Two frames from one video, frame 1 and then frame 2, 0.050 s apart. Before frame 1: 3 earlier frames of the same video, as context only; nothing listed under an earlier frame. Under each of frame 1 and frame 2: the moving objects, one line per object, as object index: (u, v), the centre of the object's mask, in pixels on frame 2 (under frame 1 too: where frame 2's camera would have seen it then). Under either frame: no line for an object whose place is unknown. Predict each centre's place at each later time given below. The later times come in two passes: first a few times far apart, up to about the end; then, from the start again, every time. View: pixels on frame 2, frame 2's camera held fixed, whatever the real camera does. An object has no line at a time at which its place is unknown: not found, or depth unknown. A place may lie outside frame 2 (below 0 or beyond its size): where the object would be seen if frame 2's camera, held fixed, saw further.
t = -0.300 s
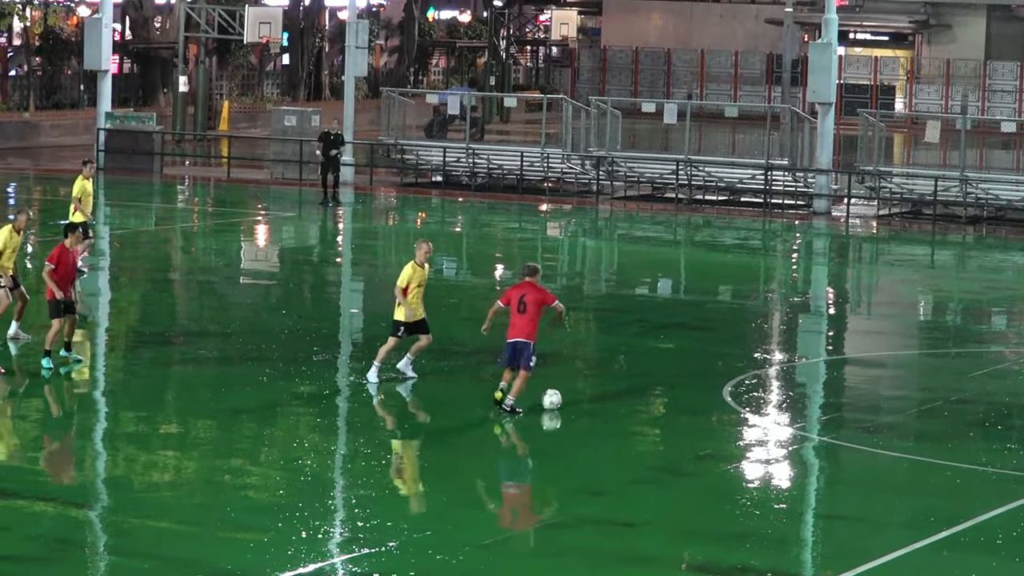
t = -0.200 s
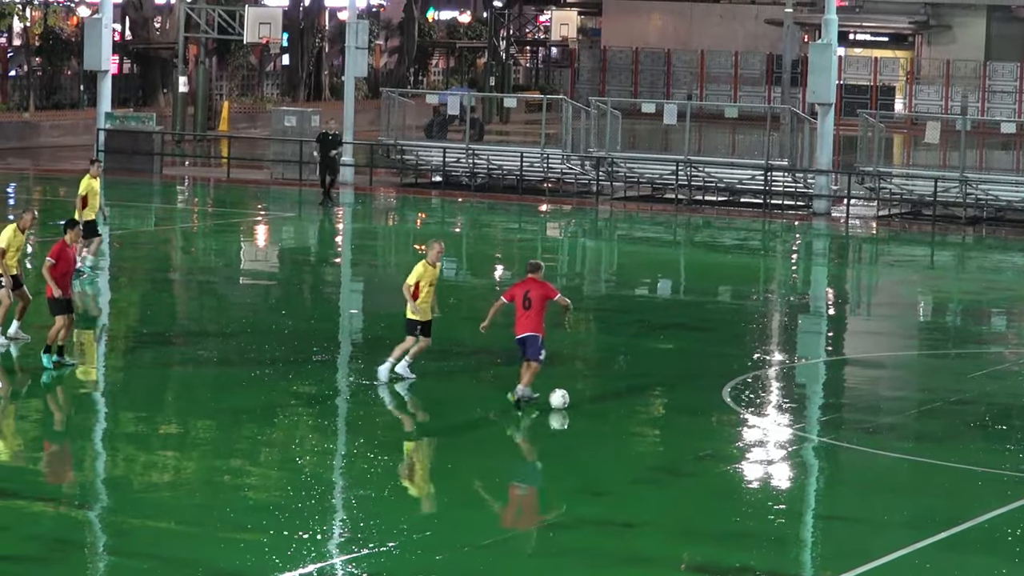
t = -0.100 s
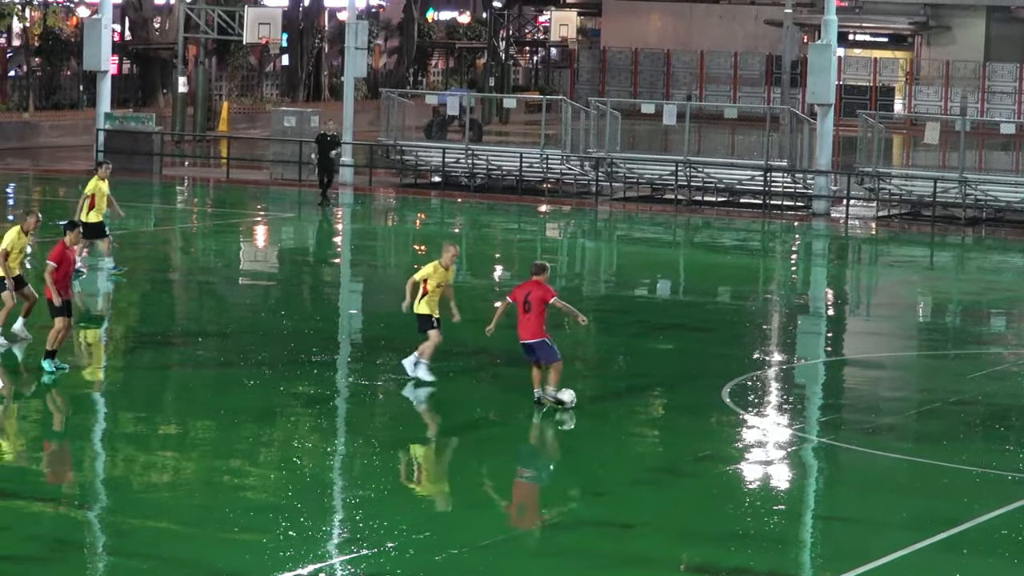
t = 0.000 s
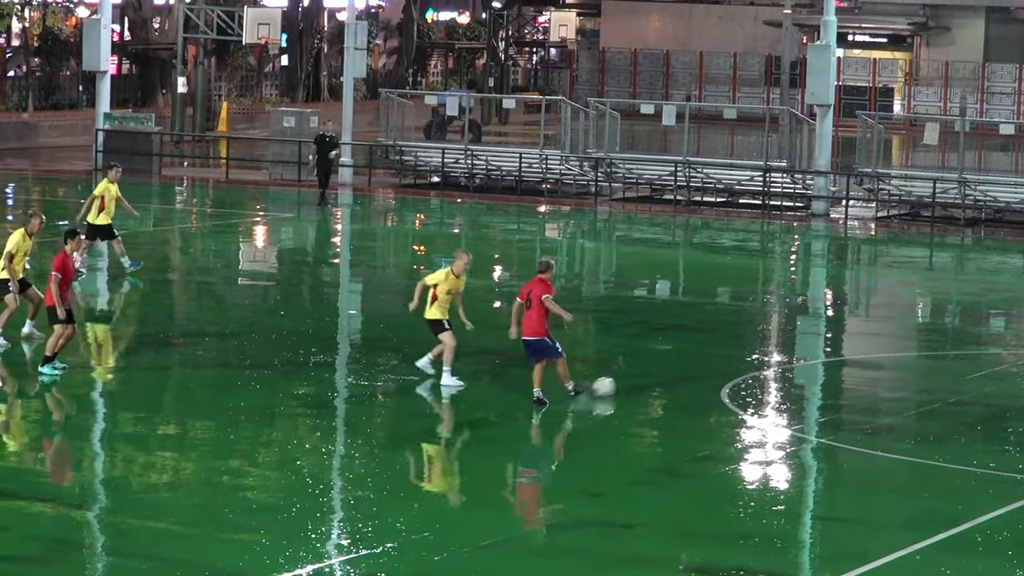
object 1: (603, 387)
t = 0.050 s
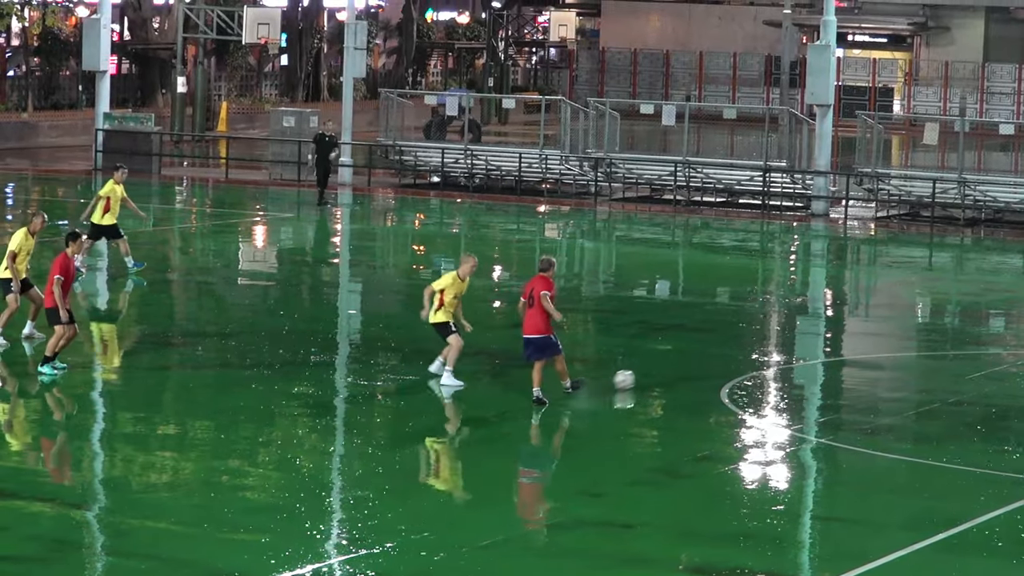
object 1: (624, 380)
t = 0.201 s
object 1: (677, 362)
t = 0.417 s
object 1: (738, 339)
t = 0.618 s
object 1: (778, 324)
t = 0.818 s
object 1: (811, 310)
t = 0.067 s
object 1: (630, 378)
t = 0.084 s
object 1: (637, 376)
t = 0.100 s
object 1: (643, 374)
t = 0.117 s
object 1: (649, 372)
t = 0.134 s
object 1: (655, 370)
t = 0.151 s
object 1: (661, 367)
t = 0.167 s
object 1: (666, 365)
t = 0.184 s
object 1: (672, 364)
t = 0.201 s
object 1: (677, 362)
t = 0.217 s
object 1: (683, 359)
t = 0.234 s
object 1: (688, 358)
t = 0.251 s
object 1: (693, 356)
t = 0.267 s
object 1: (698, 354)
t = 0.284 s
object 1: (703, 353)
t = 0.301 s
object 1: (708, 351)
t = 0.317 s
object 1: (713, 349)
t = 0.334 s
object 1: (717, 347)
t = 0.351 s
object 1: (721, 346)
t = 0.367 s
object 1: (726, 344)
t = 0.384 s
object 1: (730, 342)
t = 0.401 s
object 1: (734, 340)
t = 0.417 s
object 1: (738, 339)
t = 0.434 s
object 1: (742, 338)
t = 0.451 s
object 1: (745, 336)
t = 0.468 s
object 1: (750, 335)
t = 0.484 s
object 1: (753, 333)
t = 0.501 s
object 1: (757, 332)
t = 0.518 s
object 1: (760, 331)
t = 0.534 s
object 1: (763, 329)
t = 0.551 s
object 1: (765, 328)
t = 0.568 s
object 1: (769, 327)
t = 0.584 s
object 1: (773, 326)
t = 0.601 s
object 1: (775, 324)
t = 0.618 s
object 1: (778, 324)
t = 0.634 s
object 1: (781, 322)
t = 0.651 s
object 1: (784, 321)
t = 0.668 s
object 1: (788, 321)
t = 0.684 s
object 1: (791, 319)
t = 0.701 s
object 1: (793, 318)
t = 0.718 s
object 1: (796, 317)
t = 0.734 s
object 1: (798, 315)
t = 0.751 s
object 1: (801, 314)
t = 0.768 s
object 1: (803, 313)
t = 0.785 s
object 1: (806, 312)
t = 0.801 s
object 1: (808, 311)
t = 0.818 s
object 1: (811, 310)
